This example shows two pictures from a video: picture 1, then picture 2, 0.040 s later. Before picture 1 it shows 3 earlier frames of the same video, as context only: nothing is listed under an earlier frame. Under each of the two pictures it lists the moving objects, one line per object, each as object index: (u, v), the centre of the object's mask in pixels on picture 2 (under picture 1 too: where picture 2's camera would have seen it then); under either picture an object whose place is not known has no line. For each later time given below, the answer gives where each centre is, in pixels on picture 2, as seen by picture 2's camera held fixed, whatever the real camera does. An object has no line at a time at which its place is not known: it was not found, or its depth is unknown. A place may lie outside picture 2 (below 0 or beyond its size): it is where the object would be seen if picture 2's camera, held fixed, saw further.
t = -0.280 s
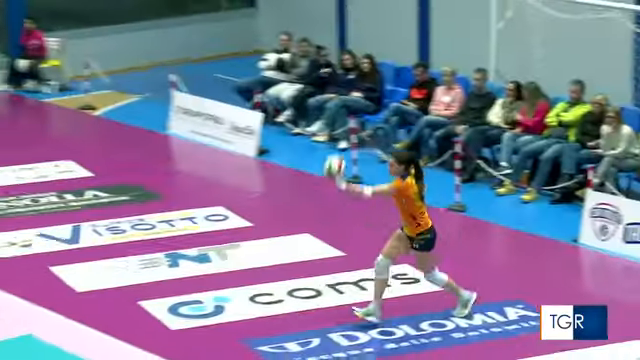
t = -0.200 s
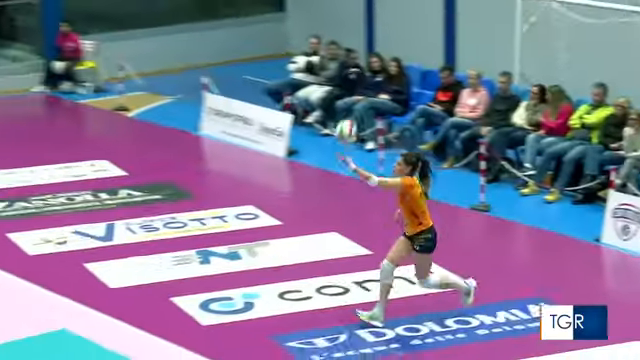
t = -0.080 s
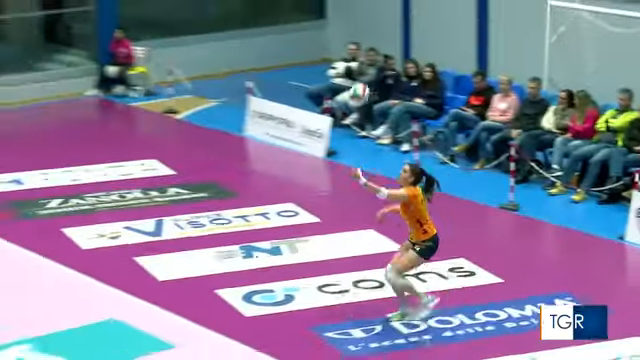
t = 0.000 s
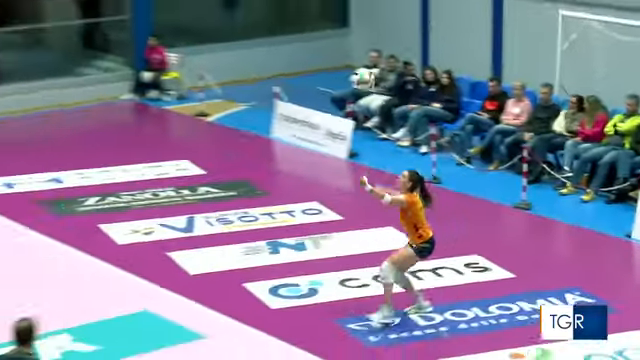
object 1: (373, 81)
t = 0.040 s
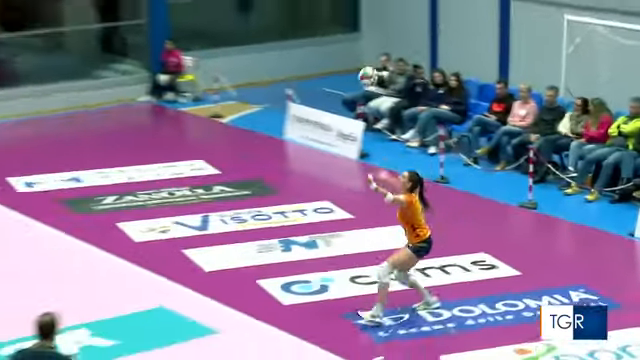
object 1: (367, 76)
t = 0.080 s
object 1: (359, 71)
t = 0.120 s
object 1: (352, 66)
